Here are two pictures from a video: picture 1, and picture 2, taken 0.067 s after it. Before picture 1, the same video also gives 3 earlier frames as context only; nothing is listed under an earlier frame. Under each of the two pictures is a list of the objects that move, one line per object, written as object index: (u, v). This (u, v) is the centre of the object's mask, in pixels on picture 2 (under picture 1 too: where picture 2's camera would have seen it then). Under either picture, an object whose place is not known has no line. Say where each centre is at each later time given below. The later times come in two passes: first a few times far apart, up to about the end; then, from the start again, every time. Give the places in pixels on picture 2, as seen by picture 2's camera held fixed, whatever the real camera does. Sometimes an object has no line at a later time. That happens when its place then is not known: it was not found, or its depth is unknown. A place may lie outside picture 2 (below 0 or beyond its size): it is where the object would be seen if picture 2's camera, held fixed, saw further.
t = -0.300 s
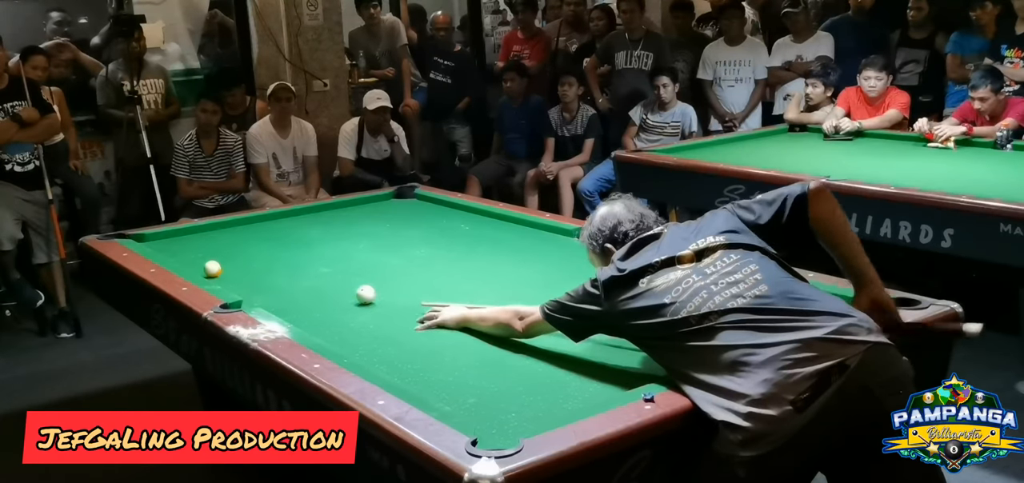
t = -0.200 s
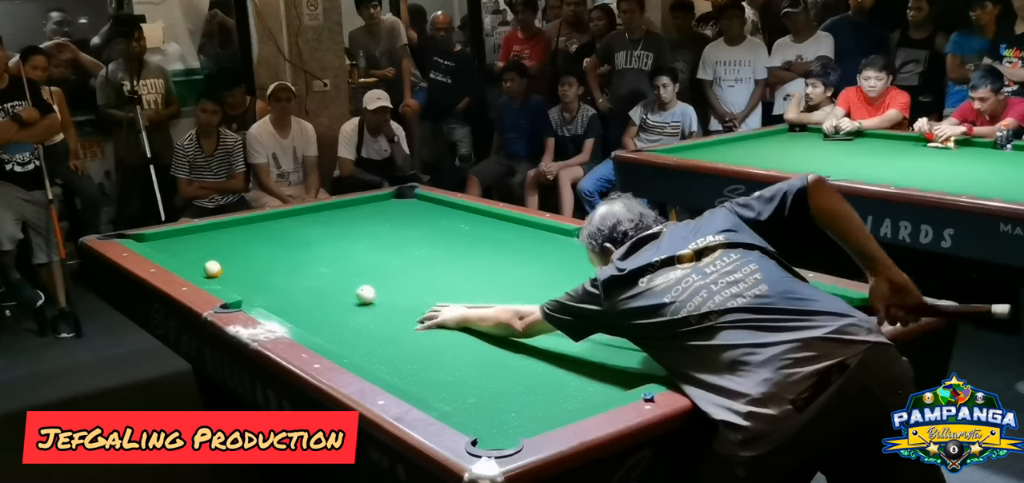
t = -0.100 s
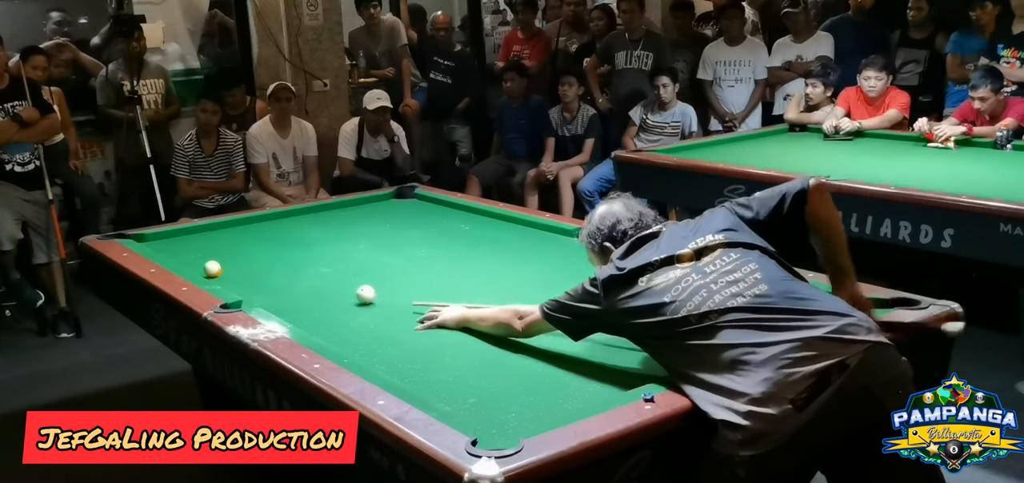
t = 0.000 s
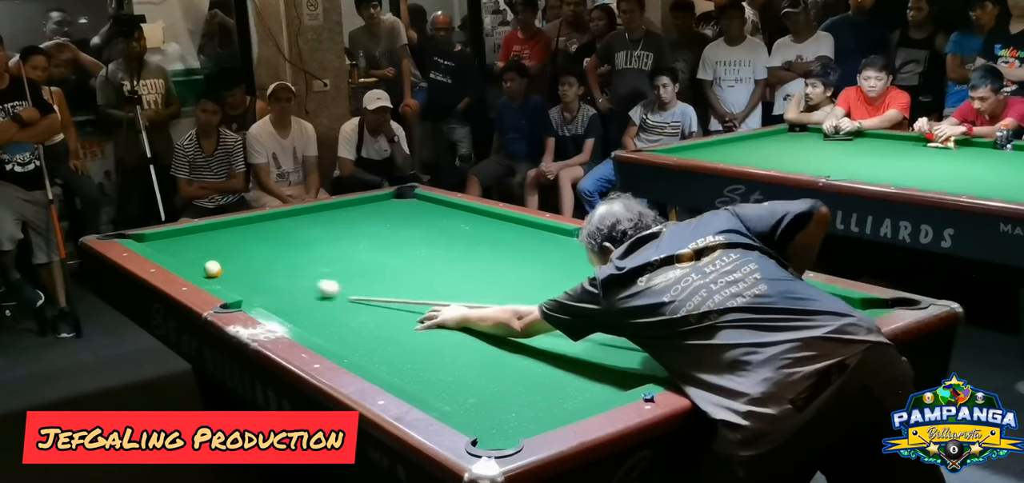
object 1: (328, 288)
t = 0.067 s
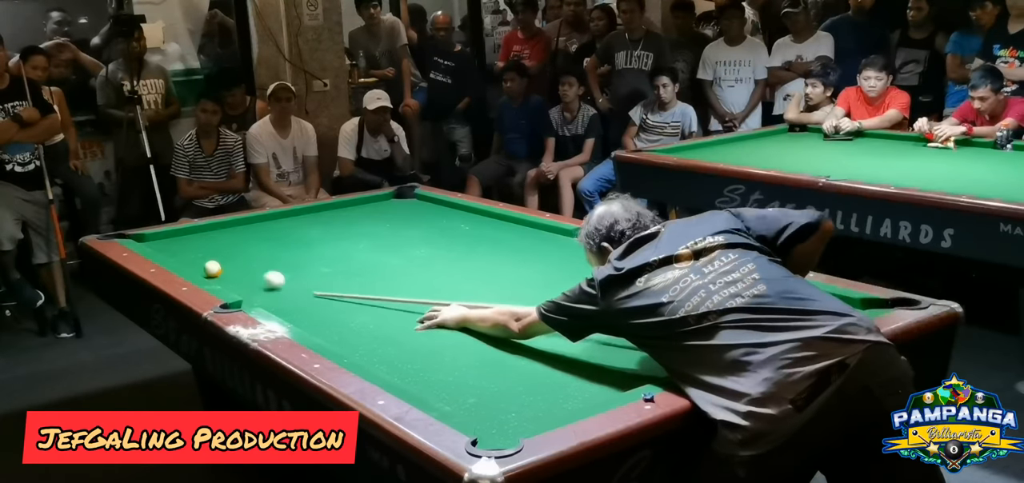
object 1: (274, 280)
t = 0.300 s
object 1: (215, 275)
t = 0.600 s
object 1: (258, 277)
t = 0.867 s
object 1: (294, 279)
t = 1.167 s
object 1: (335, 279)
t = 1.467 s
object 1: (374, 280)
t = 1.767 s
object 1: (410, 281)
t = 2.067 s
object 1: (444, 282)
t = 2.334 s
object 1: (473, 283)
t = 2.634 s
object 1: (503, 283)
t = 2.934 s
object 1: (530, 284)
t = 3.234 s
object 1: (554, 285)
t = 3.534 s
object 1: (576, 286)
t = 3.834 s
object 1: (595, 286)
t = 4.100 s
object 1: (610, 287)
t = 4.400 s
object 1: (623, 287)
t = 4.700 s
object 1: (633, 288)
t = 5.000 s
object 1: (641, 288)
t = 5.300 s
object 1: (645, 288)
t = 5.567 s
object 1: (646, 288)
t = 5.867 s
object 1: (646, 288)
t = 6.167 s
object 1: (646, 288)
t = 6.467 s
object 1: (646, 289)
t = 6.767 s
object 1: (646, 289)
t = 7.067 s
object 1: (646, 289)
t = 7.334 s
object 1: (646, 289)
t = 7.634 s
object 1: (646, 289)
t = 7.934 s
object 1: (646, 289)
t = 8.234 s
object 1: (646, 289)
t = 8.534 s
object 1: (646, 289)
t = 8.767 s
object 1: (646, 289)
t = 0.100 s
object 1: (249, 277)
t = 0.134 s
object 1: (228, 272)
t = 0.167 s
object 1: (215, 273)
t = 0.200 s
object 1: (208, 273)
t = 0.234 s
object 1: (206, 274)
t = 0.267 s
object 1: (211, 274)
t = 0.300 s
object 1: (215, 275)
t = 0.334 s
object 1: (220, 275)
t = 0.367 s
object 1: (225, 276)
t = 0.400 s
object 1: (229, 276)
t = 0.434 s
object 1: (234, 276)
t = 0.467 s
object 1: (239, 276)
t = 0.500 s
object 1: (244, 276)
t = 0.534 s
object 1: (249, 276)
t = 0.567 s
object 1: (253, 277)
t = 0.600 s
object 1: (258, 277)
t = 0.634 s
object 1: (263, 277)
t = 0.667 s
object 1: (267, 277)
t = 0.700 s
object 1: (272, 277)
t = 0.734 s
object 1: (276, 278)
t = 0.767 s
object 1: (281, 278)
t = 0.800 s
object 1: (286, 278)
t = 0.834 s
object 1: (290, 278)
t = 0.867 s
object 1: (294, 279)
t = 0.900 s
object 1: (299, 279)
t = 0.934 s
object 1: (303, 279)
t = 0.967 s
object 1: (308, 279)
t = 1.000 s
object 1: (313, 279)
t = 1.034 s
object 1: (317, 278)
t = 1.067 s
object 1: (322, 279)
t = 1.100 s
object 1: (326, 279)
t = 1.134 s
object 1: (330, 279)
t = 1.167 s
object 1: (335, 279)
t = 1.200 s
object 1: (339, 279)
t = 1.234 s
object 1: (344, 279)
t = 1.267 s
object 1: (348, 279)
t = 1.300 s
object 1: (352, 280)
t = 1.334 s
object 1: (357, 280)
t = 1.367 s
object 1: (361, 280)
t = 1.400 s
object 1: (365, 280)
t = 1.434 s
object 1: (369, 280)
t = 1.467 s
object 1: (374, 280)
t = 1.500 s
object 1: (378, 280)
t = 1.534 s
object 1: (382, 280)
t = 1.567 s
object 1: (386, 280)
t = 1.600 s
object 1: (390, 281)
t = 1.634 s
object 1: (394, 281)
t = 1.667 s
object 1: (398, 281)
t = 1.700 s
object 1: (402, 281)
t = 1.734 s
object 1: (406, 281)
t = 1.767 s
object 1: (410, 281)
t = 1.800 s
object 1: (414, 281)
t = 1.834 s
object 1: (417, 281)
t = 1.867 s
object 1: (421, 281)
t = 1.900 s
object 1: (425, 282)
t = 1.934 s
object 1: (429, 281)
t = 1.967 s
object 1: (433, 282)
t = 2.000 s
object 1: (437, 282)
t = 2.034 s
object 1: (440, 282)
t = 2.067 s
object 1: (444, 282)
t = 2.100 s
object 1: (448, 282)
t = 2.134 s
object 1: (452, 282)
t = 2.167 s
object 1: (455, 282)
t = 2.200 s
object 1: (459, 282)
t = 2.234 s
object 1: (462, 282)
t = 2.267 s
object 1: (466, 283)
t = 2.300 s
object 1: (469, 283)
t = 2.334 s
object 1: (473, 283)
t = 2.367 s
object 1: (476, 283)
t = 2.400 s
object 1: (480, 283)
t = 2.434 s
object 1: (483, 283)
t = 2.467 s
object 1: (487, 283)
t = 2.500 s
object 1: (490, 283)
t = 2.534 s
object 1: (493, 283)
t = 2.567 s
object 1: (496, 283)
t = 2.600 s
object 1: (500, 283)
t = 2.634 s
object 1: (503, 283)
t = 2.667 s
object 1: (506, 283)
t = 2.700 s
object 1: (509, 283)
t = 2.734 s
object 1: (512, 284)
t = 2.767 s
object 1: (515, 284)
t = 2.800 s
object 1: (518, 284)
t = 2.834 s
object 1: (521, 284)
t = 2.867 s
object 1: (524, 284)
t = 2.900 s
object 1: (527, 284)
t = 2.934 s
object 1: (530, 284)
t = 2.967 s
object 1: (533, 284)
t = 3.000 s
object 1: (536, 284)
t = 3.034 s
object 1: (538, 285)
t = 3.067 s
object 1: (541, 285)
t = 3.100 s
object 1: (544, 285)
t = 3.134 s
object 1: (547, 285)
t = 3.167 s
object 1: (549, 285)
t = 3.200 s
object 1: (552, 285)
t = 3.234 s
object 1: (554, 285)
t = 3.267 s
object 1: (557, 285)
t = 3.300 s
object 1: (559, 285)
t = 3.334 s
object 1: (562, 285)
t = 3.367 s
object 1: (564, 285)
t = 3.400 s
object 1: (567, 285)
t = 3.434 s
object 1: (569, 285)
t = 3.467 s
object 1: (571, 285)
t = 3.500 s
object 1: (574, 286)
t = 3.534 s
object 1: (576, 286)
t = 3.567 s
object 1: (578, 286)
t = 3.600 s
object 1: (580, 286)
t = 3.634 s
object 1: (582, 286)
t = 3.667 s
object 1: (585, 286)
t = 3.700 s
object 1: (587, 286)
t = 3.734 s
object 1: (589, 286)
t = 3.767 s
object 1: (591, 286)
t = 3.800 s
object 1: (593, 286)
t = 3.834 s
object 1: (595, 286)
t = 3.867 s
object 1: (597, 287)
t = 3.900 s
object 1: (599, 286)
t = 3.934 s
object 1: (600, 287)
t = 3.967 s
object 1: (602, 287)
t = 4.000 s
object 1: (604, 287)
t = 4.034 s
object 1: (606, 287)
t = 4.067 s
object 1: (608, 287)
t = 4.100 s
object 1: (610, 287)
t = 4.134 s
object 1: (611, 287)
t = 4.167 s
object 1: (613, 287)
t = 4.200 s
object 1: (614, 287)
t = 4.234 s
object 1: (616, 287)
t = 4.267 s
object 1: (617, 287)
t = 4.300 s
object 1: (619, 287)
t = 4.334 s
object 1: (620, 287)
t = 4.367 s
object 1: (621, 287)
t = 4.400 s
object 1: (623, 287)
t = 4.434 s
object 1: (624, 287)
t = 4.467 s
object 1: (625, 287)
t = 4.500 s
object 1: (627, 287)
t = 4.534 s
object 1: (628, 287)
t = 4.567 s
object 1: (629, 288)
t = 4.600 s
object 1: (630, 287)
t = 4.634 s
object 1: (631, 288)
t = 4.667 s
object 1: (632, 288)
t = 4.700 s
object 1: (633, 288)
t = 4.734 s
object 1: (635, 288)
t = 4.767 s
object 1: (635, 288)
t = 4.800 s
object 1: (636, 288)
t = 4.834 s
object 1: (637, 288)
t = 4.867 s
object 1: (638, 288)
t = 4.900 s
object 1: (639, 288)
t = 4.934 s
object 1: (640, 288)
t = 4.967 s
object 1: (640, 288)
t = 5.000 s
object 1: (641, 288)
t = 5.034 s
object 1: (641, 288)
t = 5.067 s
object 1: (642, 288)
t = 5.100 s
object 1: (643, 288)
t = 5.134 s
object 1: (643, 288)
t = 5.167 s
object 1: (643, 288)
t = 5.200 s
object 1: (644, 288)
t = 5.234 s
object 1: (644, 288)
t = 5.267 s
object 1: (645, 288)
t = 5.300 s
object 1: (645, 288)
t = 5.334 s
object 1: (645, 288)
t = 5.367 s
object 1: (645, 288)
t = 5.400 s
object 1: (645, 288)
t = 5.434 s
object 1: (645, 288)
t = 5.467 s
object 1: (645, 288)
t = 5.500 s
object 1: (646, 288)
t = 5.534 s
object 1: (645, 288)
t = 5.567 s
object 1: (646, 288)
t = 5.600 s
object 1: (645, 288)
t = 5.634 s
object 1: (646, 288)
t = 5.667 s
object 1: (645, 288)
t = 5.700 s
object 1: (646, 288)
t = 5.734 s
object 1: (646, 288)
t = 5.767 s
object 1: (646, 288)
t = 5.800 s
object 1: (646, 288)
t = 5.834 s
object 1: (646, 288)
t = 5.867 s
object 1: (646, 288)
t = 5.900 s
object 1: (646, 288)
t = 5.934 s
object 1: (646, 288)
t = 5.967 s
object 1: (646, 288)
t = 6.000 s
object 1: (646, 288)
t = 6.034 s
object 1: (646, 288)
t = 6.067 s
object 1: (646, 288)
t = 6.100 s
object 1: (646, 288)
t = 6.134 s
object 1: (646, 288)
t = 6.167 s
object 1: (646, 288)
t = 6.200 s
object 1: (646, 288)
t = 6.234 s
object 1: (646, 288)
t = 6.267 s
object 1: (646, 289)
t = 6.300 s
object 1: (646, 289)
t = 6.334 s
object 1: (646, 289)
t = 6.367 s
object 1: (646, 289)
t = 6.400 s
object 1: (646, 289)
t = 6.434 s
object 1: (646, 289)
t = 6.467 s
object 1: (646, 289)
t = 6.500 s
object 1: (646, 289)
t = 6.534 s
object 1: (646, 289)
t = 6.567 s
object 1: (646, 289)
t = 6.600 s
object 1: (646, 289)
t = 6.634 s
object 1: (646, 289)
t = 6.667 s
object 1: (646, 289)
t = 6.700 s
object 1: (646, 289)
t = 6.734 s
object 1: (646, 289)
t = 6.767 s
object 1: (646, 289)
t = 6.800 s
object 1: (646, 289)
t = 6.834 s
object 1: (646, 289)
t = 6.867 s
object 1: (646, 289)
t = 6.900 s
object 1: (646, 289)
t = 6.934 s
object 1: (646, 289)
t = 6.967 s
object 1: (646, 289)
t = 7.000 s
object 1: (646, 289)
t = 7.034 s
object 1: (646, 289)
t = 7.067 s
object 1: (646, 289)
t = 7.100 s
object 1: (646, 289)
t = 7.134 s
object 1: (646, 289)
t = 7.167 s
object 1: (646, 289)
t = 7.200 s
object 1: (646, 289)
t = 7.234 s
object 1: (646, 289)
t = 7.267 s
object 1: (646, 289)
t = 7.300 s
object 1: (646, 289)
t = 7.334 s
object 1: (646, 289)
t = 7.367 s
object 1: (646, 289)
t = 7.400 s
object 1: (646, 289)
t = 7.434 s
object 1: (646, 289)
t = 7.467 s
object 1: (646, 289)
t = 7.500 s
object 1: (646, 289)
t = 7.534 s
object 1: (646, 289)
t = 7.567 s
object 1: (646, 289)
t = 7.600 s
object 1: (646, 289)
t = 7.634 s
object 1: (646, 289)
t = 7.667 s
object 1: (646, 289)
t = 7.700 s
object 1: (646, 289)
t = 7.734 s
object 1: (646, 289)
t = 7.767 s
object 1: (646, 289)
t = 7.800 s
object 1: (646, 289)
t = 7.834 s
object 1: (646, 289)
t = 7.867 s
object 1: (646, 289)
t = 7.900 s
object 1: (646, 289)
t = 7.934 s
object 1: (646, 289)
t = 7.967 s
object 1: (646, 289)
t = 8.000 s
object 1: (646, 289)
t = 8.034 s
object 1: (646, 289)
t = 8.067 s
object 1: (646, 289)
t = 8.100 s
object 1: (646, 289)
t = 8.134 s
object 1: (646, 289)
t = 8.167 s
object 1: (646, 289)
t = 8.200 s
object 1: (646, 289)
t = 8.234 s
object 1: (646, 289)
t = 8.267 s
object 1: (646, 289)
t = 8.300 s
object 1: (646, 289)
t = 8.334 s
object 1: (646, 289)
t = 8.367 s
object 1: (646, 289)
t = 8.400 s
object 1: (646, 289)
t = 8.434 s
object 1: (646, 289)
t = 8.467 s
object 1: (646, 289)
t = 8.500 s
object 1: (646, 289)
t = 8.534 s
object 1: (646, 289)
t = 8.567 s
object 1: (646, 289)
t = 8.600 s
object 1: (646, 289)
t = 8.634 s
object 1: (646, 289)
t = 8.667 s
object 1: (646, 289)
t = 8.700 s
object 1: (646, 289)
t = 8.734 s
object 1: (646, 289)
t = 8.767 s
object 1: (646, 289)
